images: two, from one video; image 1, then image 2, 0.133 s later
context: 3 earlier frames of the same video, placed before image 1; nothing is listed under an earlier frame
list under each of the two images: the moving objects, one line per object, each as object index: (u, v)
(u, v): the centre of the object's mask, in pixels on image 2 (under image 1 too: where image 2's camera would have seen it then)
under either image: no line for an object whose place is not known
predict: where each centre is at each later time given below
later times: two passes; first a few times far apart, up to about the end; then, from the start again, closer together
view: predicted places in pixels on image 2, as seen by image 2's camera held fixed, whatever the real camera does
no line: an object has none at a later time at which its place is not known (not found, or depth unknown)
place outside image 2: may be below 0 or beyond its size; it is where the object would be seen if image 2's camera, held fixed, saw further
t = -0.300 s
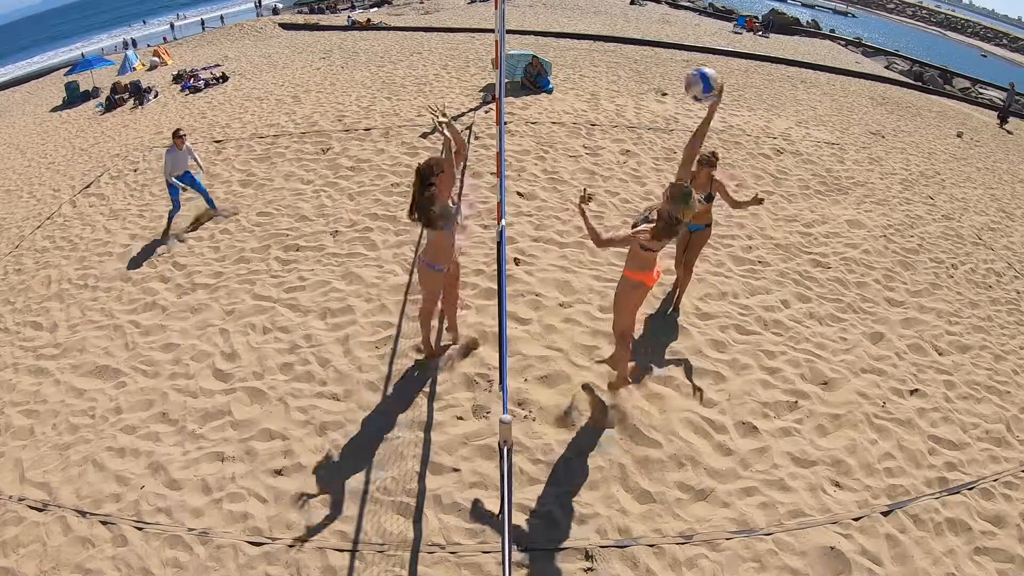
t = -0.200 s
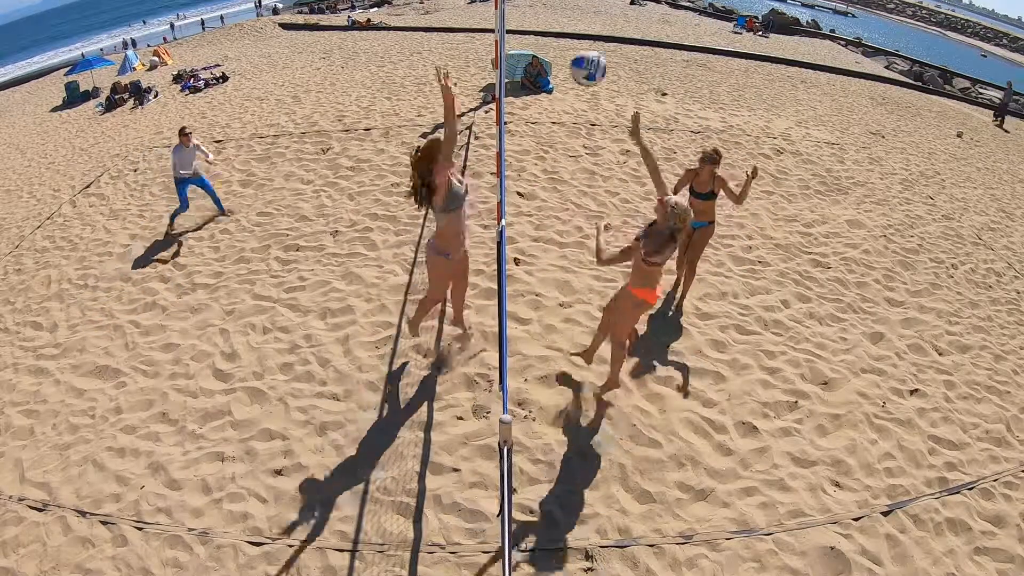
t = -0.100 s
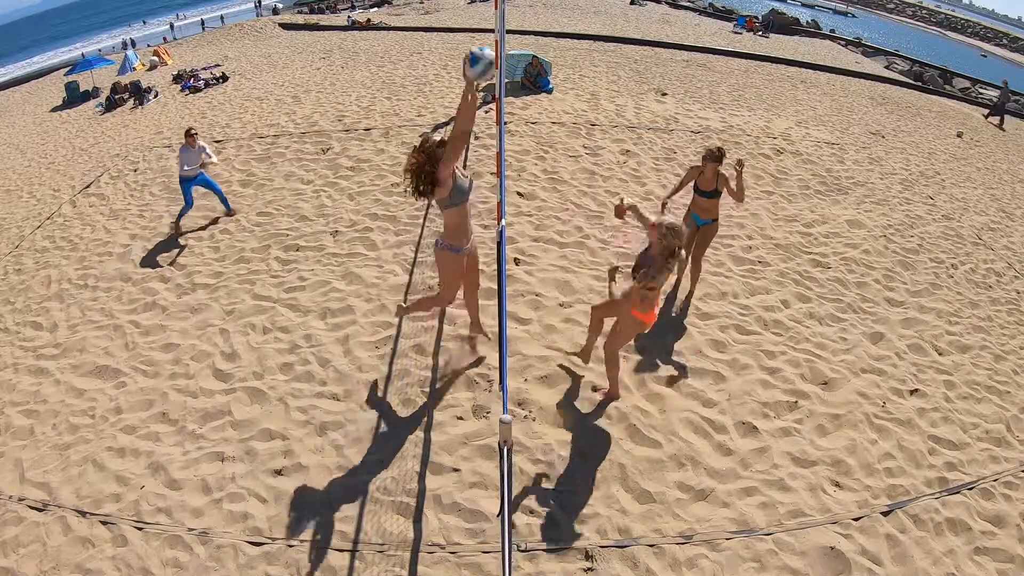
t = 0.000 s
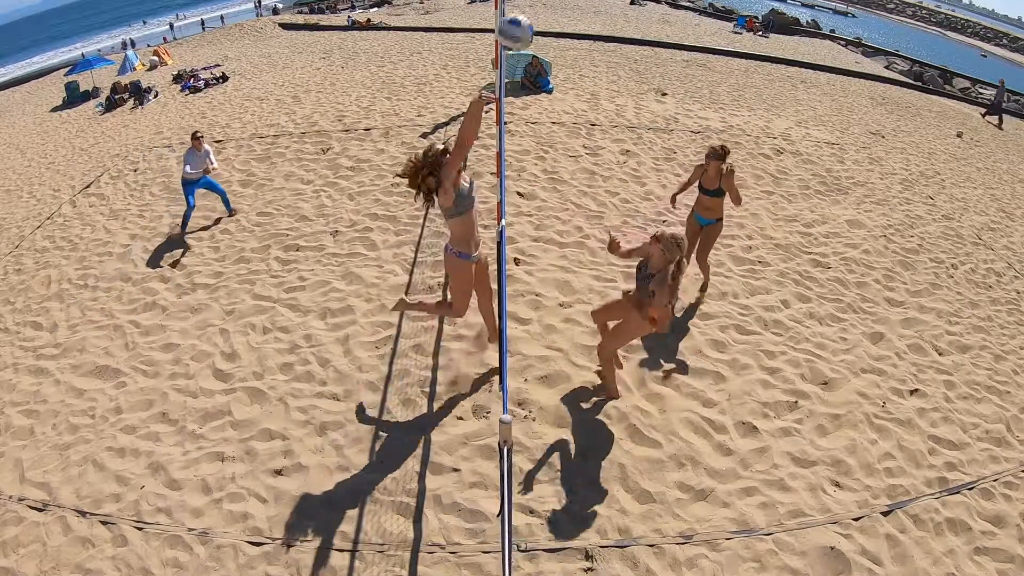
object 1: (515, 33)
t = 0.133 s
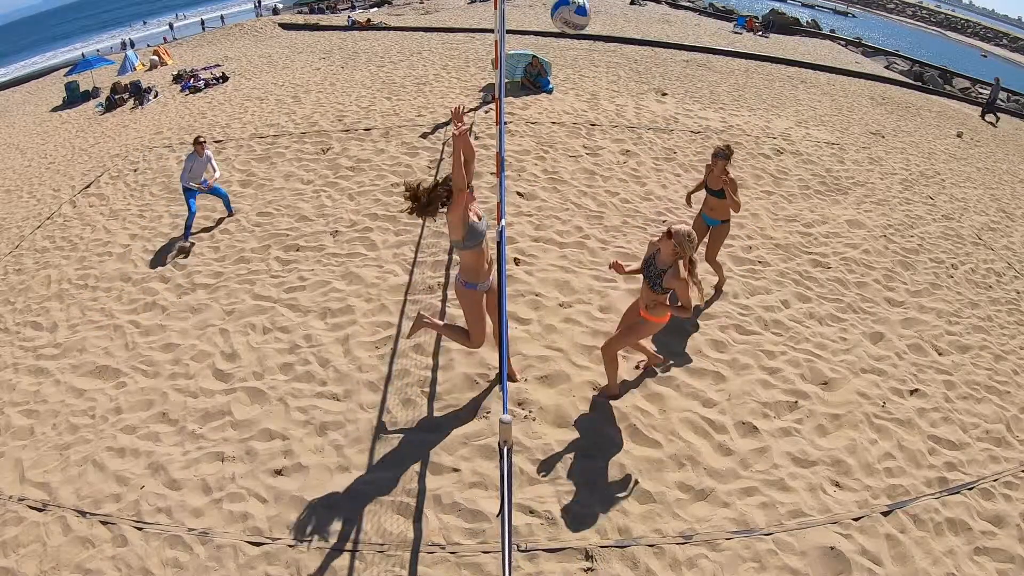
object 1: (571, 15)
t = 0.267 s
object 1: (630, 26)
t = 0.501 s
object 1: (718, 128)
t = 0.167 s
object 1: (585, 16)
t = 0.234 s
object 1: (615, 20)
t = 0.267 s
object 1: (630, 26)
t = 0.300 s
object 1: (643, 35)
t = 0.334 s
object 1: (656, 46)
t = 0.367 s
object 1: (670, 59)
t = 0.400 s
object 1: (682, 74)
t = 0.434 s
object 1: (695, 89)
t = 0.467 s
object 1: (706, 109)
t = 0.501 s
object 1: (718, 128)
